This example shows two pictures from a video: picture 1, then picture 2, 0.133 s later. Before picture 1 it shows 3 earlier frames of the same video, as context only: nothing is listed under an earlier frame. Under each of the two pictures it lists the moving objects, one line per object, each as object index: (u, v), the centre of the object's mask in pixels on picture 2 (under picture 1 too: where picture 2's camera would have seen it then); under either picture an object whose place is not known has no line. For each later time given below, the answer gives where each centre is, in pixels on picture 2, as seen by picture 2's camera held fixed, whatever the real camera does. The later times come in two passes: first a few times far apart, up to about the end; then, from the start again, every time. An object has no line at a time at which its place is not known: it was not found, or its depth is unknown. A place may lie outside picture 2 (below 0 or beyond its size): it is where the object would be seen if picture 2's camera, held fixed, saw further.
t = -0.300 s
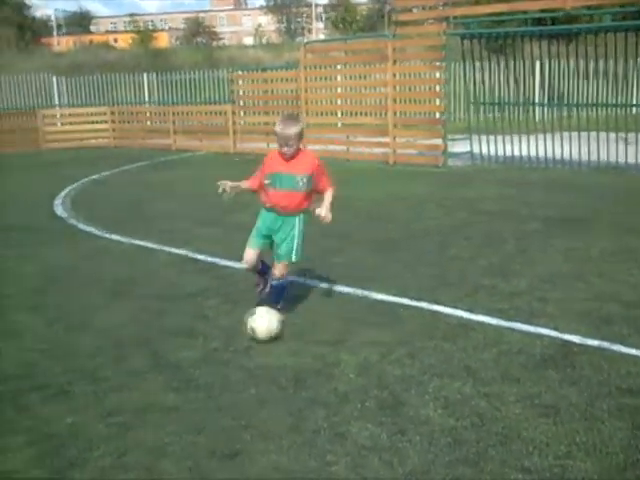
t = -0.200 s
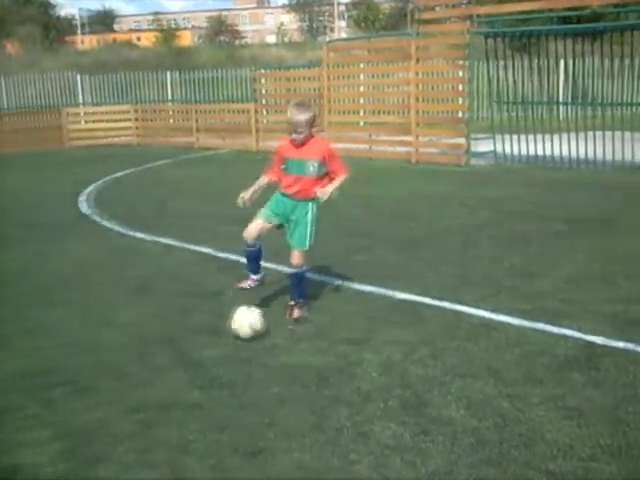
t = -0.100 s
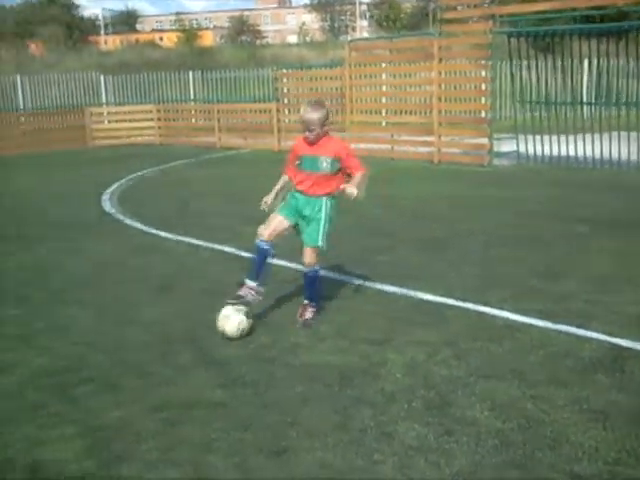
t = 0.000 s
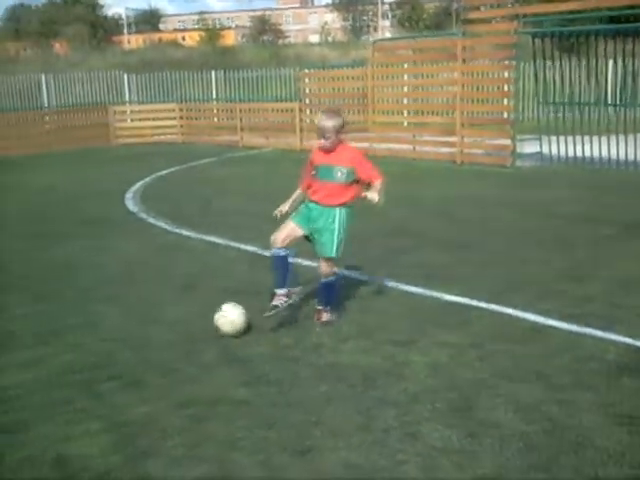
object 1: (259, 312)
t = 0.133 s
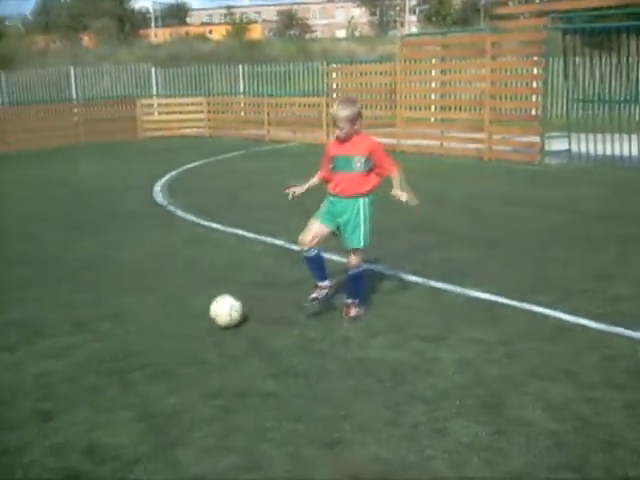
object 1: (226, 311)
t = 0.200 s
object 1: (210, 309)
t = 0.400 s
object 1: (169, 307)
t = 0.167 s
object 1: (218, 310)
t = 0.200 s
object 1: (210, 309)
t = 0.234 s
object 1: (204, 309)
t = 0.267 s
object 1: (196, 308)
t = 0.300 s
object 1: (187, 308)
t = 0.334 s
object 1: (182, 308)
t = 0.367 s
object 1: (176, 307)
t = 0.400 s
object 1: (169, 307)
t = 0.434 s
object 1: (163, 306)
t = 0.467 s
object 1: (155, 306)
